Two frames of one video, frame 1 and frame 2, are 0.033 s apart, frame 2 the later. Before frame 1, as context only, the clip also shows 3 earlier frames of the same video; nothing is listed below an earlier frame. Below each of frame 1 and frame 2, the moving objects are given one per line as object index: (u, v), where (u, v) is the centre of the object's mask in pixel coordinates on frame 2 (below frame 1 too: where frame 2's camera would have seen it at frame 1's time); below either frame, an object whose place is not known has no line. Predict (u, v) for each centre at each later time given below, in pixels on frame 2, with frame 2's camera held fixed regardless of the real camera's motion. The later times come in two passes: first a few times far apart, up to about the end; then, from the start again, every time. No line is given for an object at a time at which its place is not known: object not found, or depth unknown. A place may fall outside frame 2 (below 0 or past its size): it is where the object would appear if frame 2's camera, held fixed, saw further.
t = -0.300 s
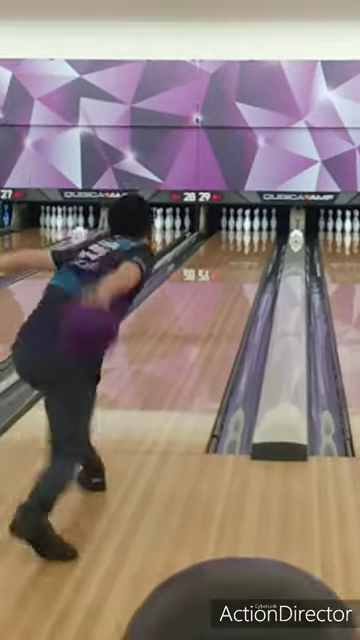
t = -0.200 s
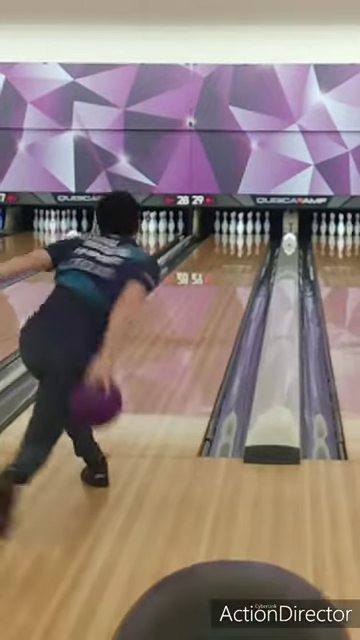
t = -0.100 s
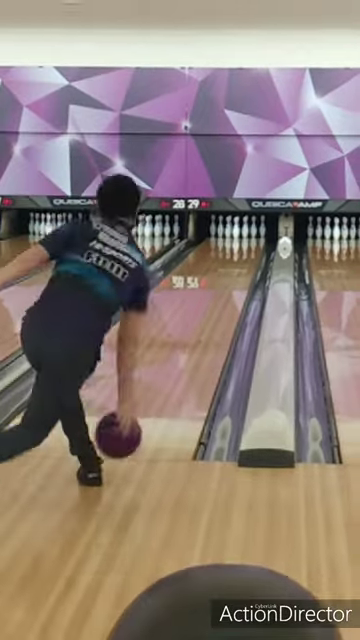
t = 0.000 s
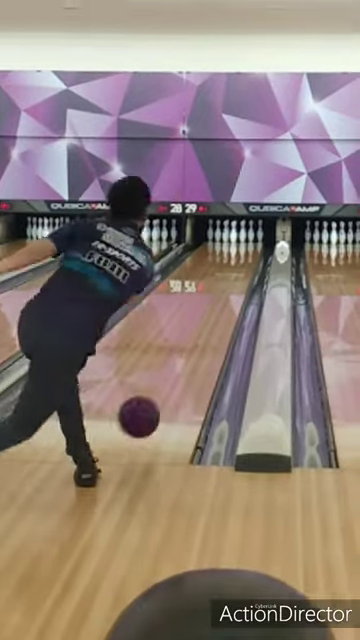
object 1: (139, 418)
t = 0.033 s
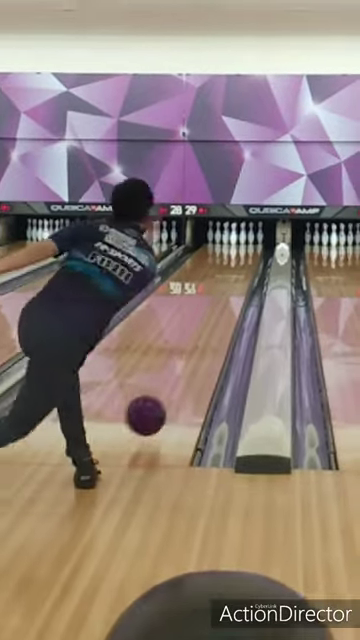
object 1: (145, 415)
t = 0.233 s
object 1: (178, 377)
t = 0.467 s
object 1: (203, 340)
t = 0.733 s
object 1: (222, 311)
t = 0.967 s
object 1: (233, 293)
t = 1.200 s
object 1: (240, 279)
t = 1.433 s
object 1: (245, 268)
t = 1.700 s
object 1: (246, 258)
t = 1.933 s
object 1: (245, 251)
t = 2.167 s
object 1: (242, 245)
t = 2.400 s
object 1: (237, 239)
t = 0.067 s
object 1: (152, 413)
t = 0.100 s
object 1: (158, 404)
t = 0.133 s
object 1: (163, 397)
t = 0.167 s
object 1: (168, 390)
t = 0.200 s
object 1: (173, 383)
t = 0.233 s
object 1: (178, 377)
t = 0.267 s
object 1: (182, 370)
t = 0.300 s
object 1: (186, 365)
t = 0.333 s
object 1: (190, 359)
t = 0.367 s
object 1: (193, 355)
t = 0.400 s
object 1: (197, 350)
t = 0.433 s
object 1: (200, 345)
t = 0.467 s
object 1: (203, 340)
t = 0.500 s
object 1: (206, 336)
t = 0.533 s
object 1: (208, 332)
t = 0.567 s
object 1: (211, 328)
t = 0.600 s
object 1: (213, 324)
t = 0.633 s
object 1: (215, 321)
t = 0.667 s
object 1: (218, 317)
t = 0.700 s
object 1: (220, 314)
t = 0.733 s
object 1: (222, 311)
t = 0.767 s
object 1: (223, 308)
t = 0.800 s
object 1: (225, 305)
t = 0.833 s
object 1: (227, 303)
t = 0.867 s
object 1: (229, 300)
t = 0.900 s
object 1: (230, 298)
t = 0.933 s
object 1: (232, 295)
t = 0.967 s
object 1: (233, 293)
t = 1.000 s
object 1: (234, 291)
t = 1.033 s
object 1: (235, 288)
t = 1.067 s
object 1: (236, 286)
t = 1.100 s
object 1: (237, 285)
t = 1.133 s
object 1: (239, 283)
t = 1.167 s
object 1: (239, 281)
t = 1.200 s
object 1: (240, 279)
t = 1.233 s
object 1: (241, 277)
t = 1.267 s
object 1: (242, 276)
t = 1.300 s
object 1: (242, 275)
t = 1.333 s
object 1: (243, 273)
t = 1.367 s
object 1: (244, 272)
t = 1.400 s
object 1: (244, 270)
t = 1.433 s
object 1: (245, 268)
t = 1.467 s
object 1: (245, 267)
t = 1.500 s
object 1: (245, 266)
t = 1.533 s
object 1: (246, 265)
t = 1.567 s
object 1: (246, 263)
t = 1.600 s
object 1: (246, 262)
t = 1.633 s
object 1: (246, 260)
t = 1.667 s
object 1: (246, 259)
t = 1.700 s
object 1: (246, 258)
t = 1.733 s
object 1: (246, 257)
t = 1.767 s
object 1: (246, 256)
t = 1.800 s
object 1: (246, 255)
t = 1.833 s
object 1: (246, 254)
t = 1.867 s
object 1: (246, 253)
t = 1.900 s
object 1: (246, 252)
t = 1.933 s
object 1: (245, 251)
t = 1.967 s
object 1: (245, 250)
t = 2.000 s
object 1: (244, 249)
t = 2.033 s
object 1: (243, 248)
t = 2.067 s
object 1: (244, 248)
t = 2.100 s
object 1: (243, 246)
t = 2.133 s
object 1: (242, 246)
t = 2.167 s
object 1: (242, 245)
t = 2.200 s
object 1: (242, 244)
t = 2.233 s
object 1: (242, 243)
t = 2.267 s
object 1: (241, 243)
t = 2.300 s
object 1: (241, 242)
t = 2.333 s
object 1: (239, 241)
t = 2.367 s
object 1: (237, 240)
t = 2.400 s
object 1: (237, 239)
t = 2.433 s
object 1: (237, 239)
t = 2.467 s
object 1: (237, 239)
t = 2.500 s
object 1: (237, 240)
